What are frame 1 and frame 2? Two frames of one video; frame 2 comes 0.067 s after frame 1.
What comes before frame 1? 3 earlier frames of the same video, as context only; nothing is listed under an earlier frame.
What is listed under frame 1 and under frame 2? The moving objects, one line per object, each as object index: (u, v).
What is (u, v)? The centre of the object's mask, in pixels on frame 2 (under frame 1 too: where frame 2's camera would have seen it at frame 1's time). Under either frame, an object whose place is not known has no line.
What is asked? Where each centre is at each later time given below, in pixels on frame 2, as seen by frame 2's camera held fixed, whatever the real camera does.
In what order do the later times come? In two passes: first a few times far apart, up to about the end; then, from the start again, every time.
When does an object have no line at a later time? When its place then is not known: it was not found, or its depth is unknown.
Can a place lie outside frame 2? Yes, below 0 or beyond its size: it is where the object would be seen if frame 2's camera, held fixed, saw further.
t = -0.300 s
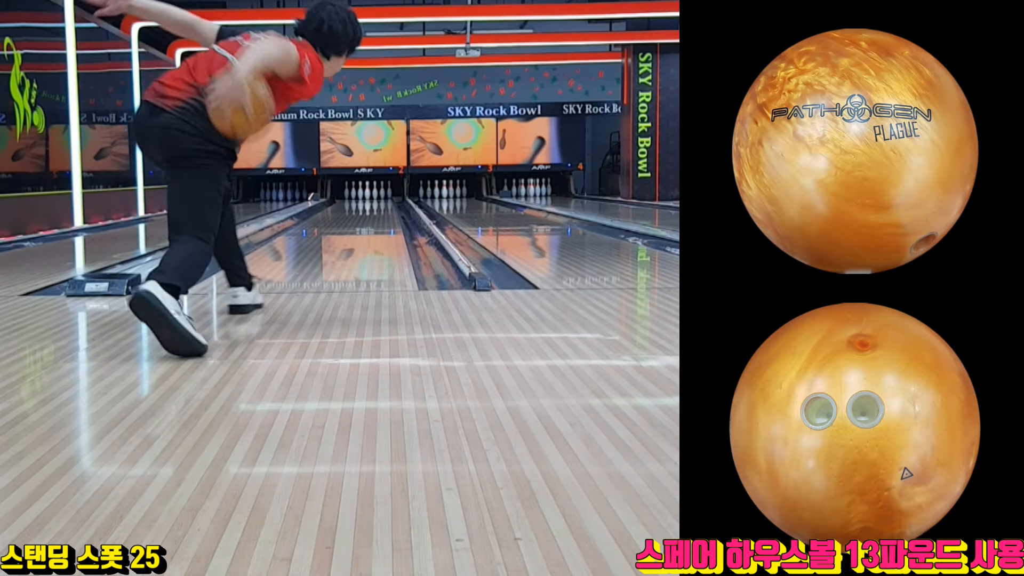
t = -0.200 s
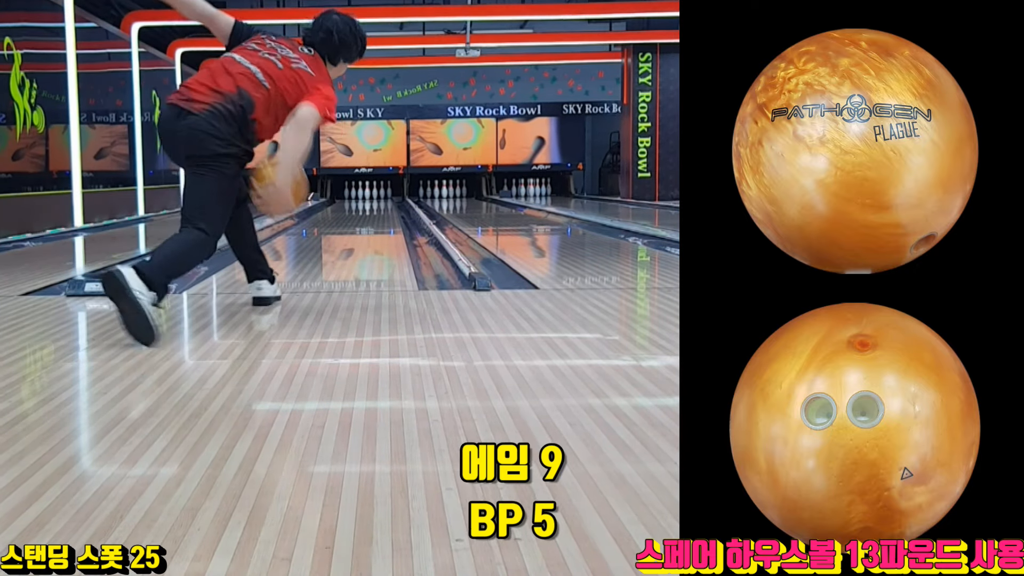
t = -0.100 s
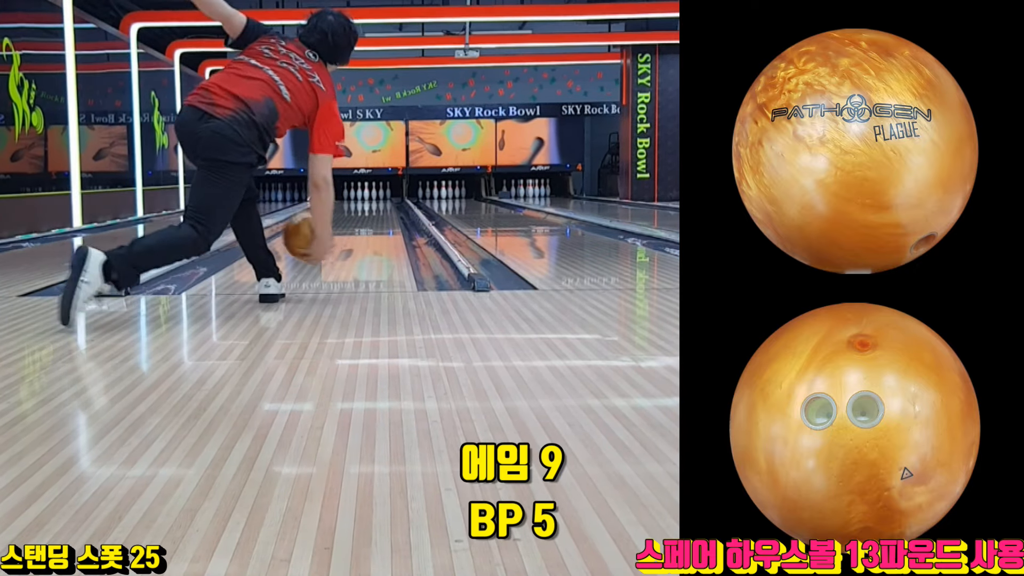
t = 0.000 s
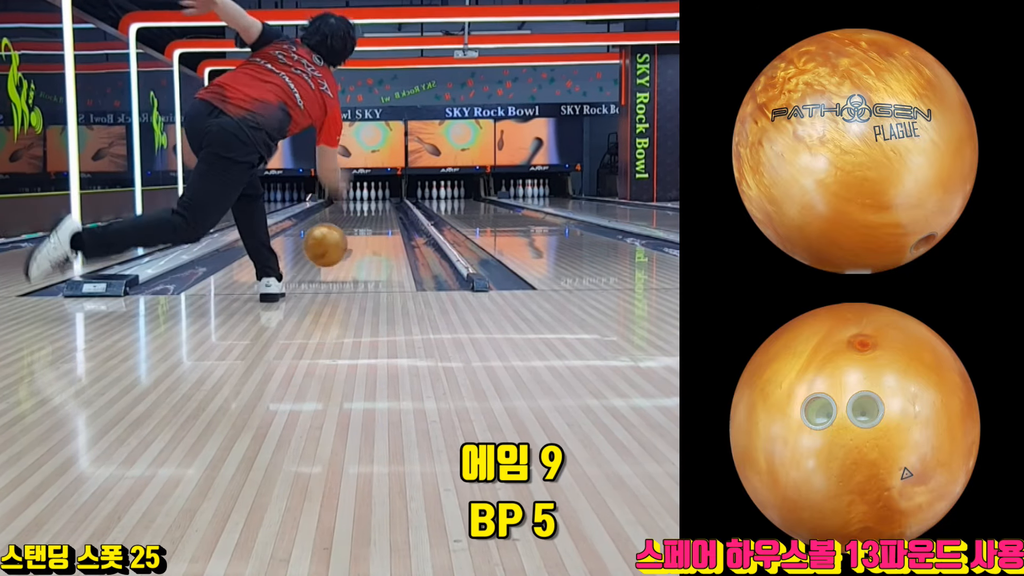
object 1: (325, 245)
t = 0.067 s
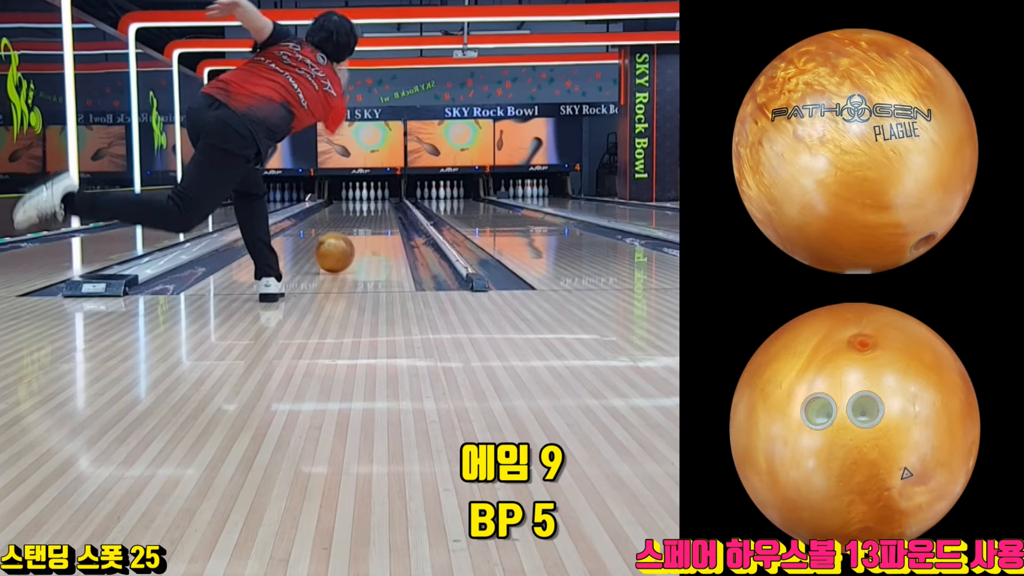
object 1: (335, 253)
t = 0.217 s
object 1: (350, 241)
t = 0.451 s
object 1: (367, 229)
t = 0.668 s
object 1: (376, 221)
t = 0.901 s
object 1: (382, 215)
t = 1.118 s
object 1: (384, 211)
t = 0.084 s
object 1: (336, 252)
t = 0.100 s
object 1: (338, 250)
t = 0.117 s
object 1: (340, 249)
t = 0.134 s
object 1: (342, 247)
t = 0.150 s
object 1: (344, 247)
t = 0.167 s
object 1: (346, 245)
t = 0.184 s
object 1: (347, 244)
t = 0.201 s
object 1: (349, 243)
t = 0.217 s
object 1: (350, 241)
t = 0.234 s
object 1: (352, 240)
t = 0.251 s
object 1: (353, 239)
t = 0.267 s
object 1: (355, 239)
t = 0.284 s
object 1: (356, 237)
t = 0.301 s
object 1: (357, 236)
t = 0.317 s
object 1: (359, 235)
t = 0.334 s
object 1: (360, 235)
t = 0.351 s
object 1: (361, 233)
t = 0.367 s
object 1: (362, 233)
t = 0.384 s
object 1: (363, 232)
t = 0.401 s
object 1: (364, 231)
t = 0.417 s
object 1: (365, 230)
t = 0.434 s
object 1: (366, 229)
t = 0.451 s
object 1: (367, 229)
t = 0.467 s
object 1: (368, 228)
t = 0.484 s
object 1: (368, 227)
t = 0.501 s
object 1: (370, 226)
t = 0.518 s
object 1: (370, 226)
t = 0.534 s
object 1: (371, 225)
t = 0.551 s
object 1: (371, 224)
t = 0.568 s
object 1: (372, 224)
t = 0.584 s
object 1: (373, 223)
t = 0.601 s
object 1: (374, 223)
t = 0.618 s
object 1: (374, 222)
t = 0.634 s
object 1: (375, 222)
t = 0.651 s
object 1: (376, 221)
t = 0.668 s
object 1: (376, 221)
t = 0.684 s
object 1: (376, 220)
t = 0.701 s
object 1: (377, 220)
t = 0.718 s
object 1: (377, 219)
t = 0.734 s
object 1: (378, 219)
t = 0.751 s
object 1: (378, 219)
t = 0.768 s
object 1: (379, 218)
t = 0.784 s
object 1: (379, 217)
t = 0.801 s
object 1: (380, 217)
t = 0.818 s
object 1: (380, 217)
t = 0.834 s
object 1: (380, 216)
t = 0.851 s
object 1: (381, 216)
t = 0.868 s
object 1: (381, 216)
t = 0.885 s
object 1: (381, 215)
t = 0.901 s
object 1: (382, 215)
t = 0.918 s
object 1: (382, 214)
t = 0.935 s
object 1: (382, 214)
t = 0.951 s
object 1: (382, 213)
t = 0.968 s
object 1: (383, 213)
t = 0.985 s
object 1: (383, 213)
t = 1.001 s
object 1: (383, 212)
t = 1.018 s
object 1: (383, 212)
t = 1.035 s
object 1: (383, 212)
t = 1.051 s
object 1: (383, 212)
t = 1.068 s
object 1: (384, 211)
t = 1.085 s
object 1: (384, 211)
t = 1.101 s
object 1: (384, 211)
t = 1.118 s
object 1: (384, 211)
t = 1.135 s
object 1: (384, 210)
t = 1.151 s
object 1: (384, 209)
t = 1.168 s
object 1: (384, 209)
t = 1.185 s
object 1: (384, 209)
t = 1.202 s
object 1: (385, 209)
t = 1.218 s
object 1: (385, 208)
